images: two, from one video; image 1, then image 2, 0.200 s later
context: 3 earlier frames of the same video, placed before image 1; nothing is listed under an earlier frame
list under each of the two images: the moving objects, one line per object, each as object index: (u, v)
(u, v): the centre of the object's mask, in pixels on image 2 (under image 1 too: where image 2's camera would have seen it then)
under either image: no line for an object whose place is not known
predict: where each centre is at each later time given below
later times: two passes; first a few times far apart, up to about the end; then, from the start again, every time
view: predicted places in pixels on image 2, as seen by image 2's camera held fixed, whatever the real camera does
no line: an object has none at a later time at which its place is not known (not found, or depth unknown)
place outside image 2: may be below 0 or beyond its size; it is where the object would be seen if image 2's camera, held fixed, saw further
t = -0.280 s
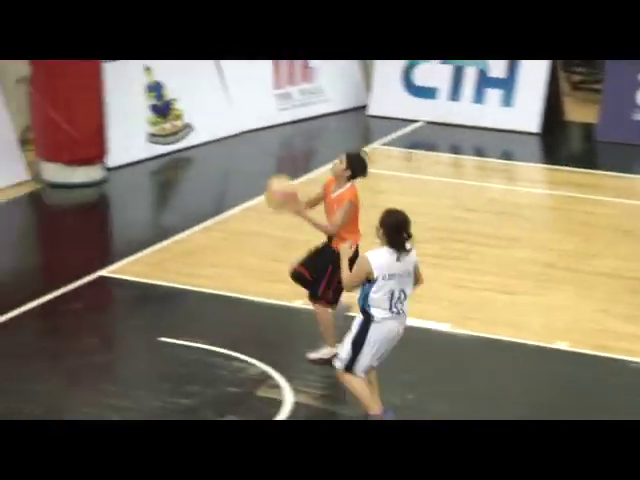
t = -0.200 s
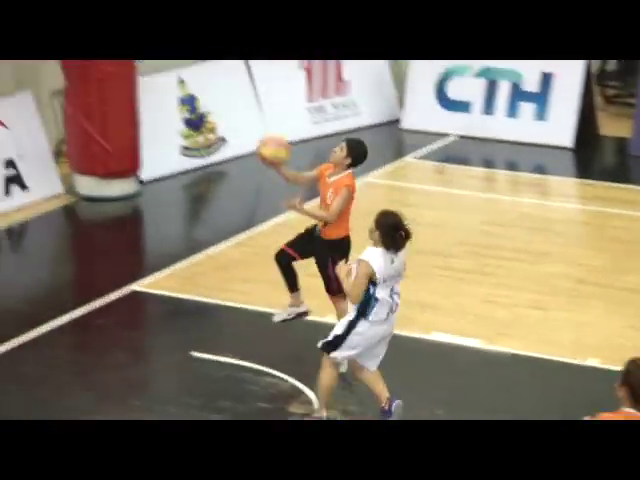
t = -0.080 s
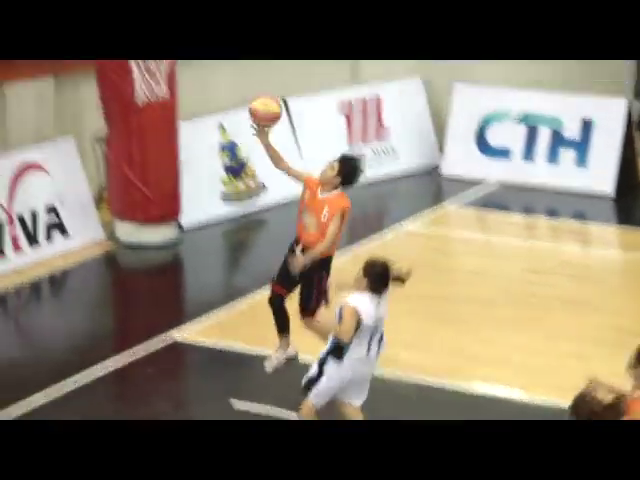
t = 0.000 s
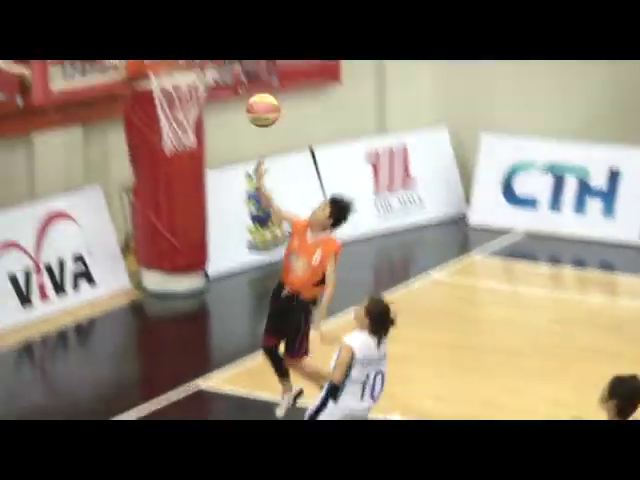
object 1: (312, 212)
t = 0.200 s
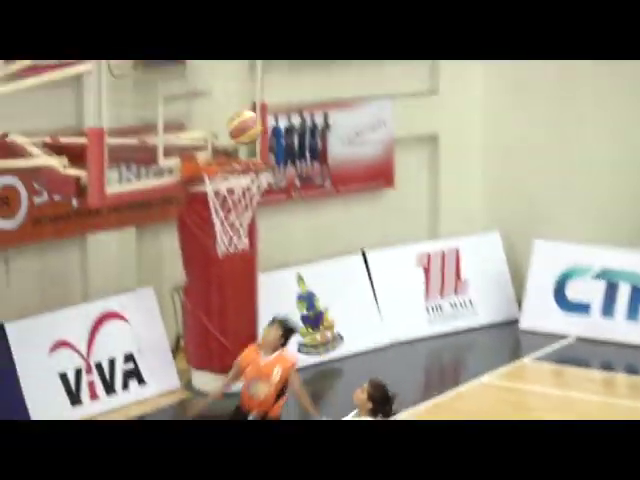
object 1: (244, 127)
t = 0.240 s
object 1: (232, 117)
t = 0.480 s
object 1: (252, 128)
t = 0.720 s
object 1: (230, 148)
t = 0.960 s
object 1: (250, 152)
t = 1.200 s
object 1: (221, 182)
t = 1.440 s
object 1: (210, 234)
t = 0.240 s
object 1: (232, 117)
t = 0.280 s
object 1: (234, 114)
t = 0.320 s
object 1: (238, 112)
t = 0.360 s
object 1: (241, 112)
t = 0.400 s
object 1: (245, 115)
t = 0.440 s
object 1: (248, 119)
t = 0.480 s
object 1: (252, 128)
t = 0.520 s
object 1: (257, 138)
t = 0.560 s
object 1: (261, 149)
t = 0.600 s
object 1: (256, 151)
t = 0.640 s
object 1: (246, 147)
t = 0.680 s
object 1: (239, 146)
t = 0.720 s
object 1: (230, 148)
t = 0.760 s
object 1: (223, 152)
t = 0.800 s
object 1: (222, 152)
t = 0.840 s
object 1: (228, 149)
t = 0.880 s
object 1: (235, 149)
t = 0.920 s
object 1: (242, 149)
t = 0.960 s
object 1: (250, 152)
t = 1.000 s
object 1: (257, 156)
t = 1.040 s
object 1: (251, 156)
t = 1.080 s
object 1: (243, 157)
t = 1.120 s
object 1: (236, 160)
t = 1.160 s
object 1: (229, 170)
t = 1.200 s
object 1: (221, 182)
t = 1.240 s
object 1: (212, 192)
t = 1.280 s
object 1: (208, 198)
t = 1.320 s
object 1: (206, 208)
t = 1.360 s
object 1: (205, 218)
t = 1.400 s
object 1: (208, 226)
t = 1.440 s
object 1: (210, 234)
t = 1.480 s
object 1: (213, 238)
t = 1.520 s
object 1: (218, 249)
